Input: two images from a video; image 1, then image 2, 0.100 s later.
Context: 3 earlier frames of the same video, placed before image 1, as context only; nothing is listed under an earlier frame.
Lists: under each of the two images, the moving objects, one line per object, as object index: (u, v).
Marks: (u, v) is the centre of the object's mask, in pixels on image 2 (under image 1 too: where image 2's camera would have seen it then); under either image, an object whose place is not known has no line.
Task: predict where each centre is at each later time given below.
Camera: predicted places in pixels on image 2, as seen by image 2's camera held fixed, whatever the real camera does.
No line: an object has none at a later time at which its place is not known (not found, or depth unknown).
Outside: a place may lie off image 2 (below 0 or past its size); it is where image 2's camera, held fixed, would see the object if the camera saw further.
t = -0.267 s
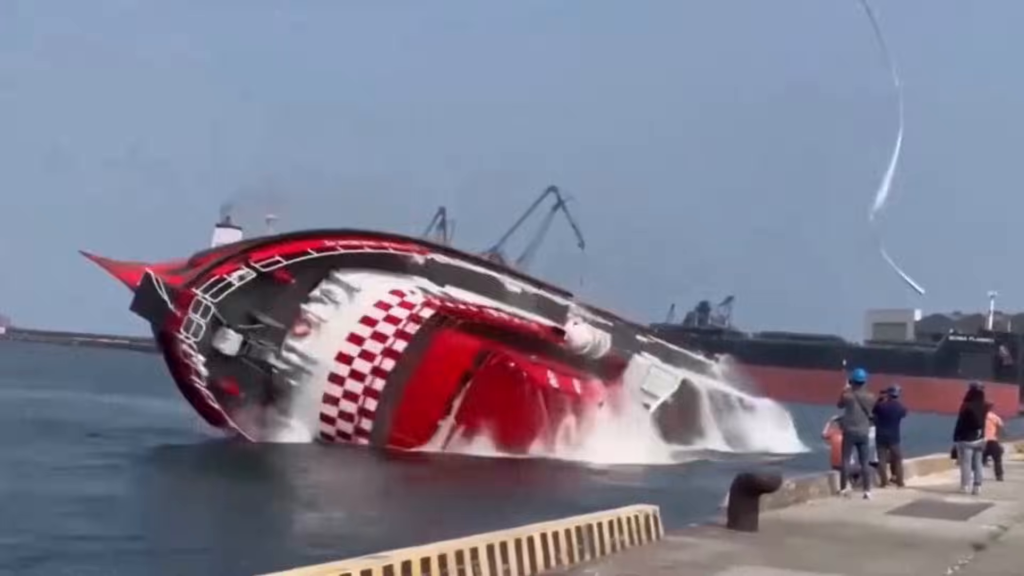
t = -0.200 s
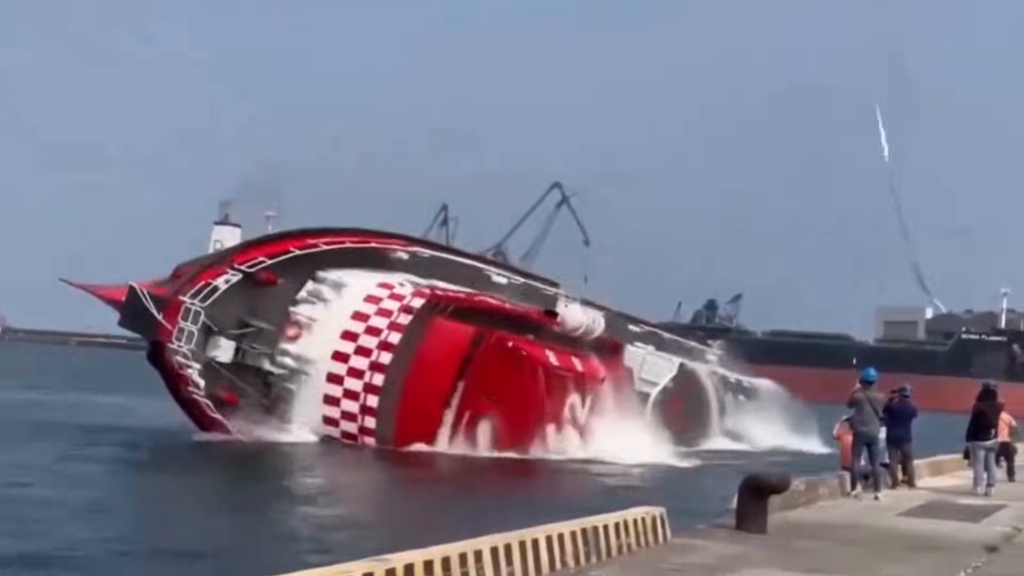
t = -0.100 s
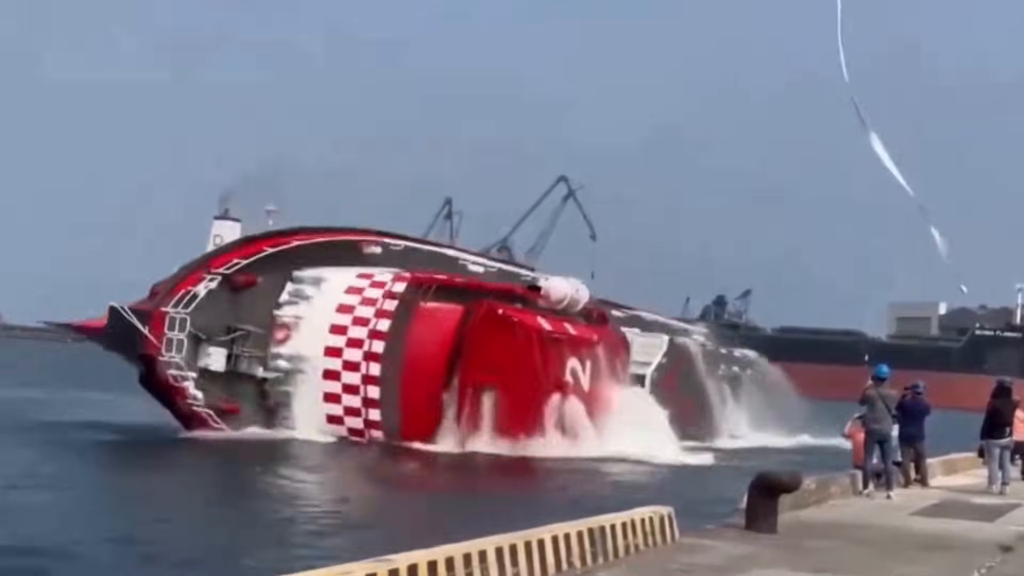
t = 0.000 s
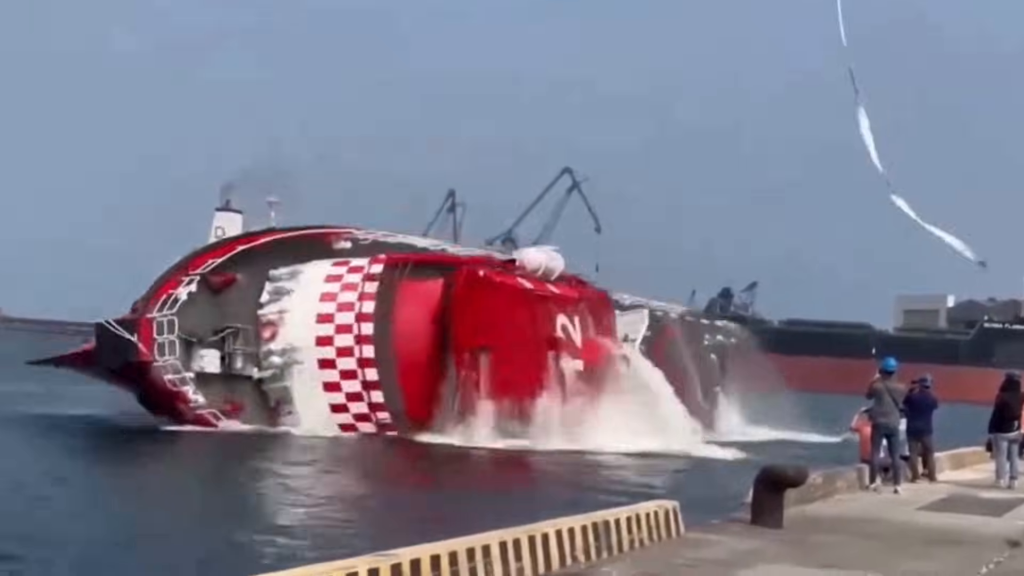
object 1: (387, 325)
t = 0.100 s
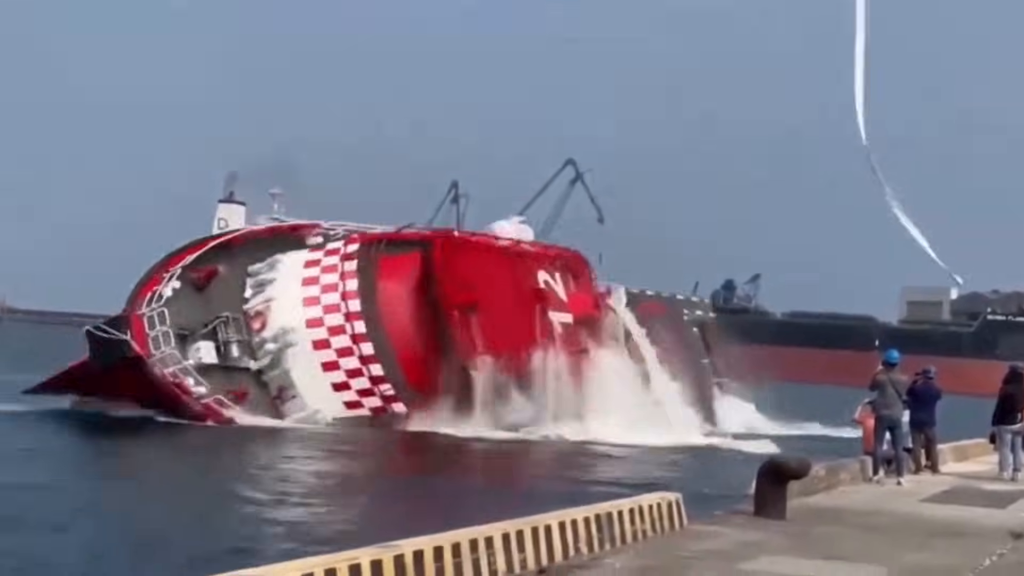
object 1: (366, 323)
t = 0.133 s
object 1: (359, 320)
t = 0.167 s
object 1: (334, 315)
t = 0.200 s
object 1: (327, 311)
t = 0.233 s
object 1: (321, 306)
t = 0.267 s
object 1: (312, 299)
